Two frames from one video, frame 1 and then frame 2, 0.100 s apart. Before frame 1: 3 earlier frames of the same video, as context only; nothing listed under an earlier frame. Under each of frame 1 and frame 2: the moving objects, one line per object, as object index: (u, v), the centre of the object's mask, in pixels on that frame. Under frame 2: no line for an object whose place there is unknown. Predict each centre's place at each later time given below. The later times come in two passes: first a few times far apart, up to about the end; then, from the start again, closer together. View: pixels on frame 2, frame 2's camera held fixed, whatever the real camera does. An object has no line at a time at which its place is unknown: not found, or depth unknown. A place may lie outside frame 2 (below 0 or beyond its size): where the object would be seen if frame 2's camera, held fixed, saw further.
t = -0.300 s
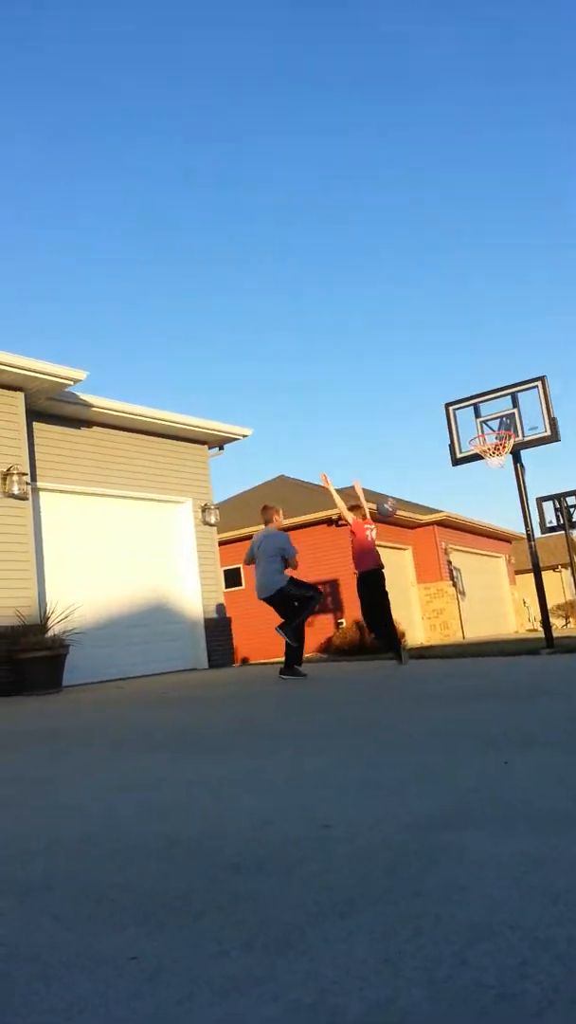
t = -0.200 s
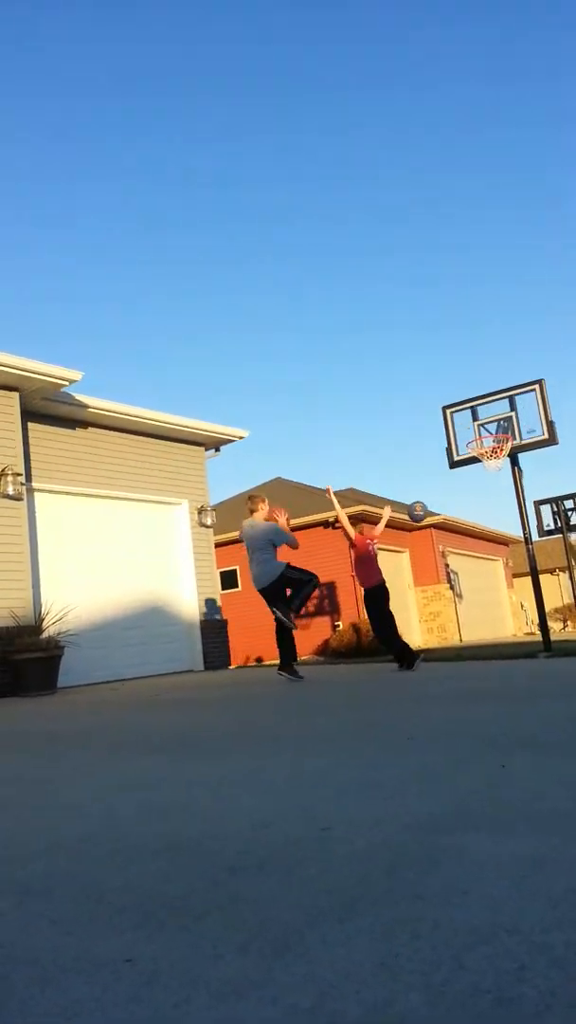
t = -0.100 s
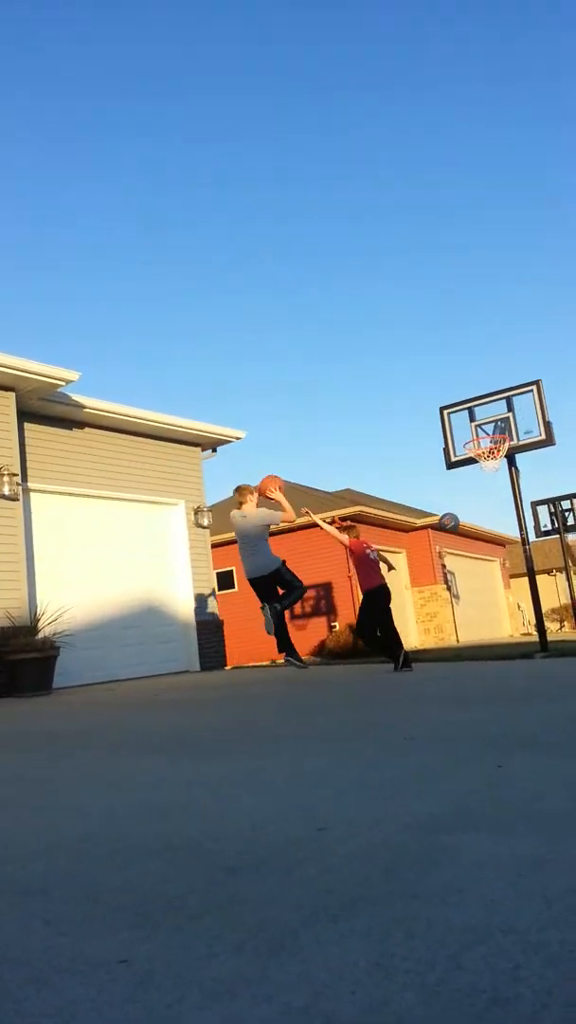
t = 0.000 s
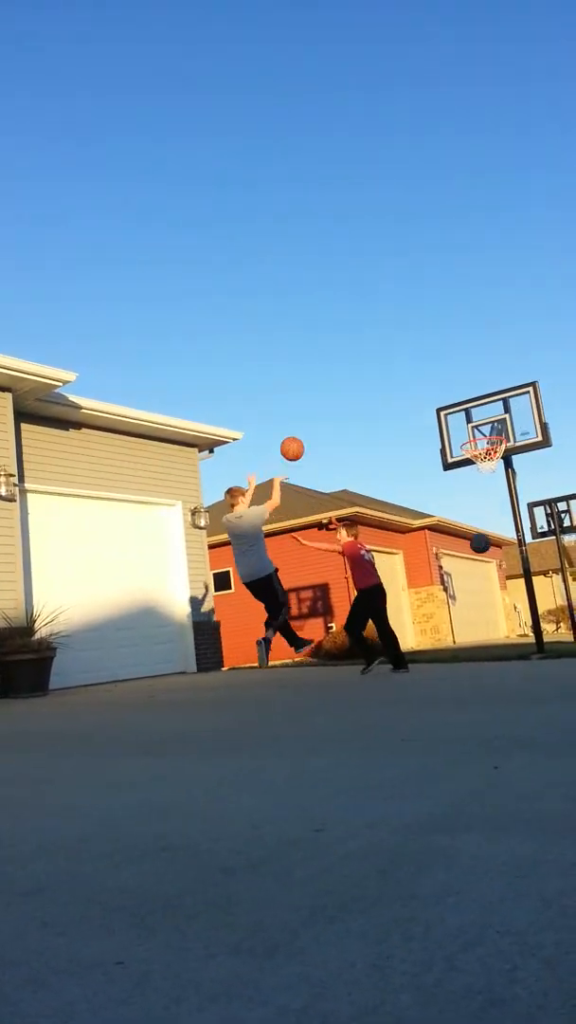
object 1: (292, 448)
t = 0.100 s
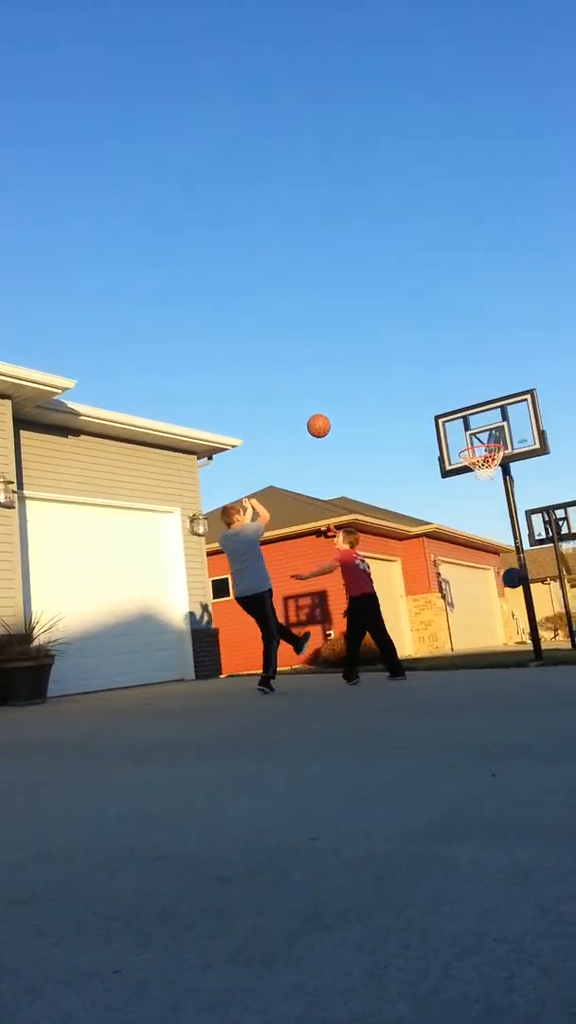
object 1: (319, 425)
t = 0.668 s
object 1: (475, 431)
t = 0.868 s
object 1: (469, 444)
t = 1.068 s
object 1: (479, 437)
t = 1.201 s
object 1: (489, 453)
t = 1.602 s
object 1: (481, 509)
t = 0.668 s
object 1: (475, 431)
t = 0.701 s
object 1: (484, 438)
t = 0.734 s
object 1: (491, 441)
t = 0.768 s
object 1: (482, 446)
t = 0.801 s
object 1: (472, 445)
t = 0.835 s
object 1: (467, 446)
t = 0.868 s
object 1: (469, 444)
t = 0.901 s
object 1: (471, 441)
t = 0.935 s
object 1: (473, 439)
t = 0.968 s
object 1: (474, 436)
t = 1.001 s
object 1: (476, 436)
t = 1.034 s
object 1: (478, 436)
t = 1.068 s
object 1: (479, 437)
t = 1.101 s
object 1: (481, 437)
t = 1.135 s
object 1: (488, 438)
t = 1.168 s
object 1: (489, 447)
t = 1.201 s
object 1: (489, 453)
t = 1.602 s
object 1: (481, 509)
